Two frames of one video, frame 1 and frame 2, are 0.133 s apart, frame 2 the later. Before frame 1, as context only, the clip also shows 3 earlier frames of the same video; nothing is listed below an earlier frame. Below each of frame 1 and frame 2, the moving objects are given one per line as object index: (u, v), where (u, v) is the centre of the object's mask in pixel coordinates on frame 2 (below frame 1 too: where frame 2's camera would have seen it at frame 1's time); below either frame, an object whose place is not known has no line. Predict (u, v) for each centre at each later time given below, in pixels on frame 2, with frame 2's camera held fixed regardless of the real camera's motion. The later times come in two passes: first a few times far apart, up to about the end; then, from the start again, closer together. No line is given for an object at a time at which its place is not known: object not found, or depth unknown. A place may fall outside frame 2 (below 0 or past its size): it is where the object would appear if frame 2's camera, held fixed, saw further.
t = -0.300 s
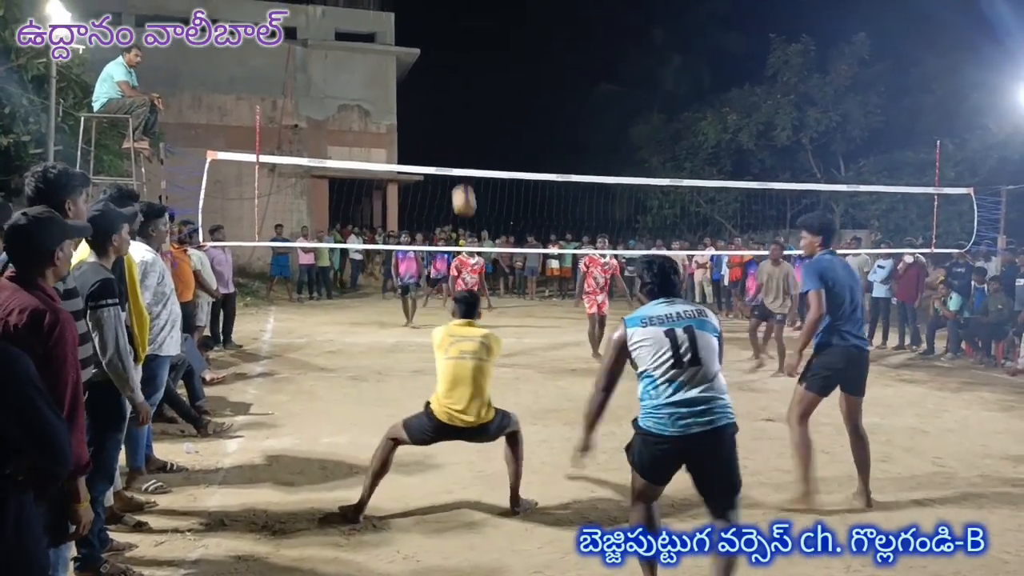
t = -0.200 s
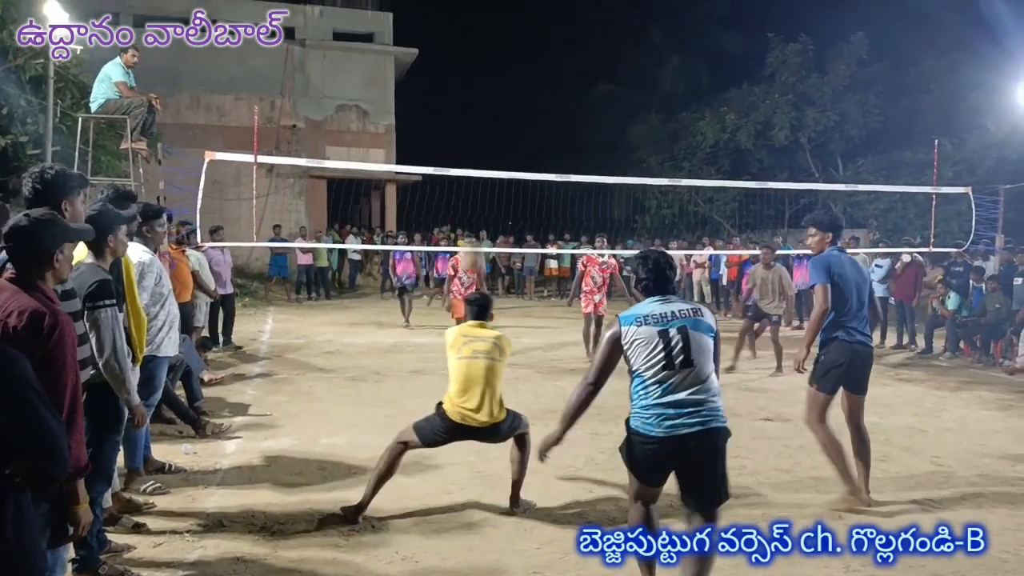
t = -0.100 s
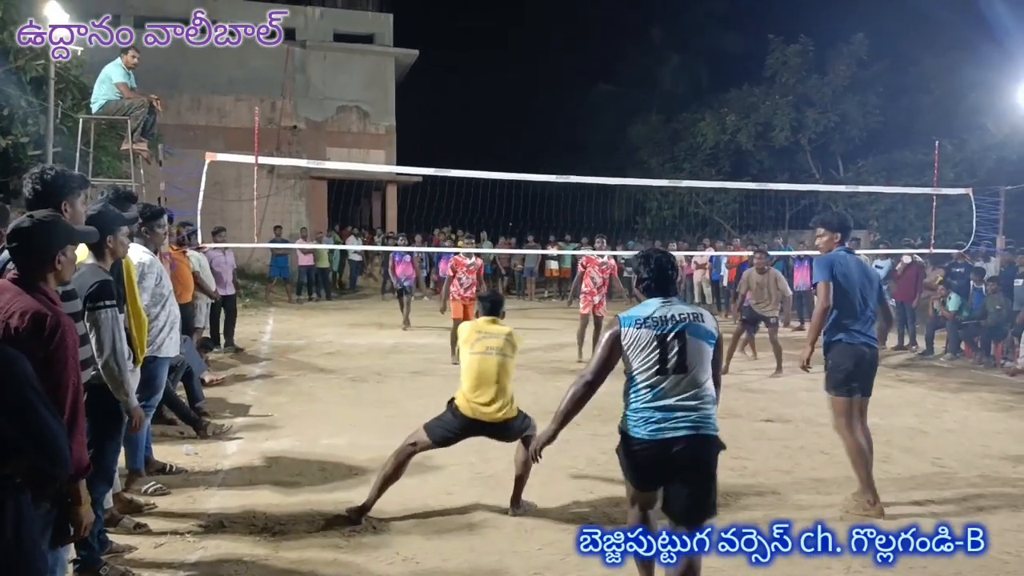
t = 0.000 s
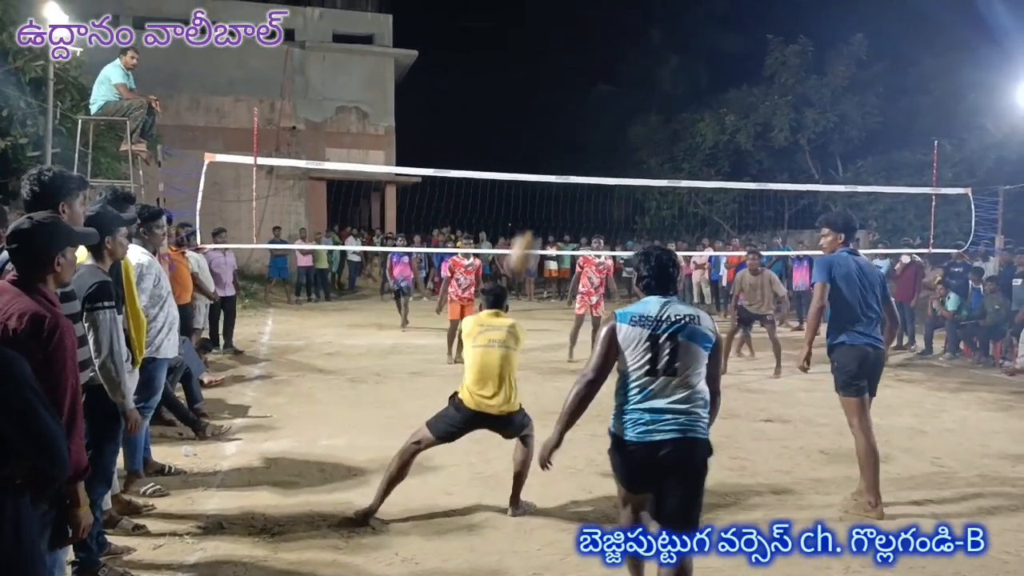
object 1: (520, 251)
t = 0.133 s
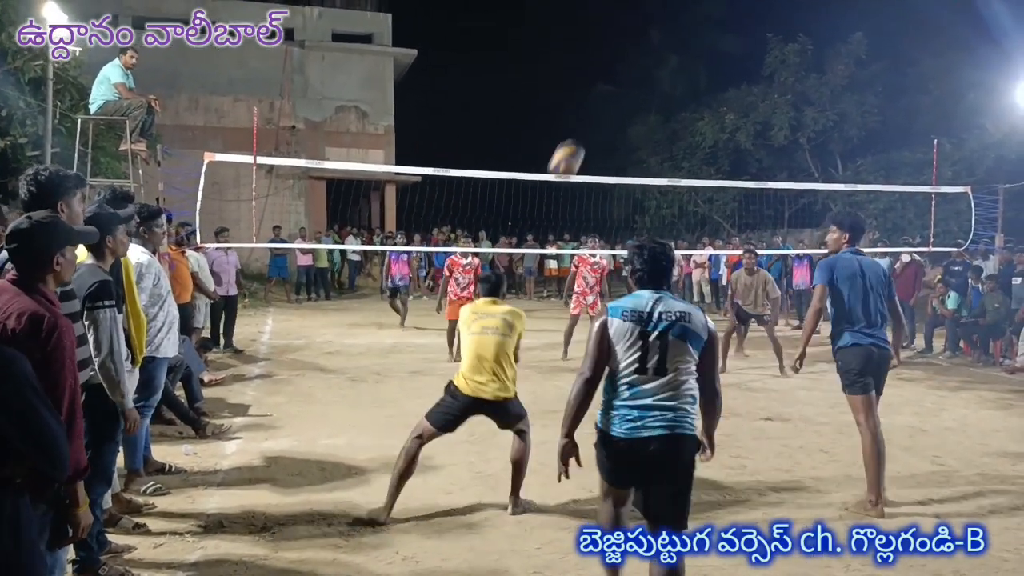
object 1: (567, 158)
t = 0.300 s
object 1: (615, 87)
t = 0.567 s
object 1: (680, 51)
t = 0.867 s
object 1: (740, 108)
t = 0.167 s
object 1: (576, 143)
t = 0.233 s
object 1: (596, 111)
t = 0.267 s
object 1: (605, 98)
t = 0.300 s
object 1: (615, 87)
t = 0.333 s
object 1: (624, 77)
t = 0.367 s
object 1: (632, 70)
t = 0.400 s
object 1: (641, 62)
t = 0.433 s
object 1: (650, 57)
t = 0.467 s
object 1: (658, 54)
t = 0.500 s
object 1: (666, 52)
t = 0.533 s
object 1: (673, 51)
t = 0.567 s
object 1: (680, 51)
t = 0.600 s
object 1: (688, 52)
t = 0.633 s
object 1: (695, 55)
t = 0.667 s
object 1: (702, 60)
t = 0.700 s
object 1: (709, 65)
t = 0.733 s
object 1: (715, 72)
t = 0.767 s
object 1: (721, 79)
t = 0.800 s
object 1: (728, 88)
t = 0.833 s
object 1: (734, 97)
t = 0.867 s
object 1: (740, 108)
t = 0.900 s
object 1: (745, 119)
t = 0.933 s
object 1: (751, 132)
